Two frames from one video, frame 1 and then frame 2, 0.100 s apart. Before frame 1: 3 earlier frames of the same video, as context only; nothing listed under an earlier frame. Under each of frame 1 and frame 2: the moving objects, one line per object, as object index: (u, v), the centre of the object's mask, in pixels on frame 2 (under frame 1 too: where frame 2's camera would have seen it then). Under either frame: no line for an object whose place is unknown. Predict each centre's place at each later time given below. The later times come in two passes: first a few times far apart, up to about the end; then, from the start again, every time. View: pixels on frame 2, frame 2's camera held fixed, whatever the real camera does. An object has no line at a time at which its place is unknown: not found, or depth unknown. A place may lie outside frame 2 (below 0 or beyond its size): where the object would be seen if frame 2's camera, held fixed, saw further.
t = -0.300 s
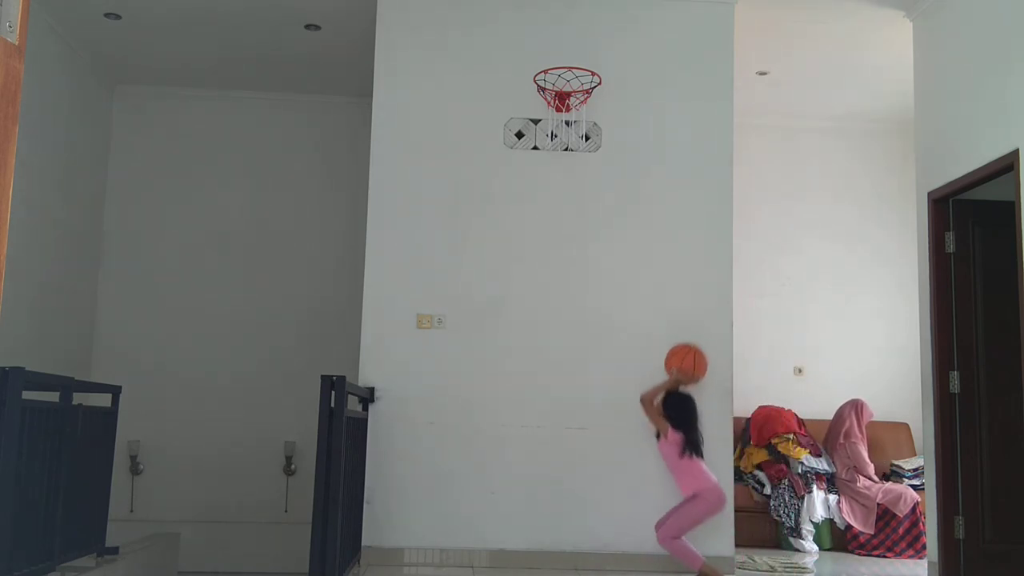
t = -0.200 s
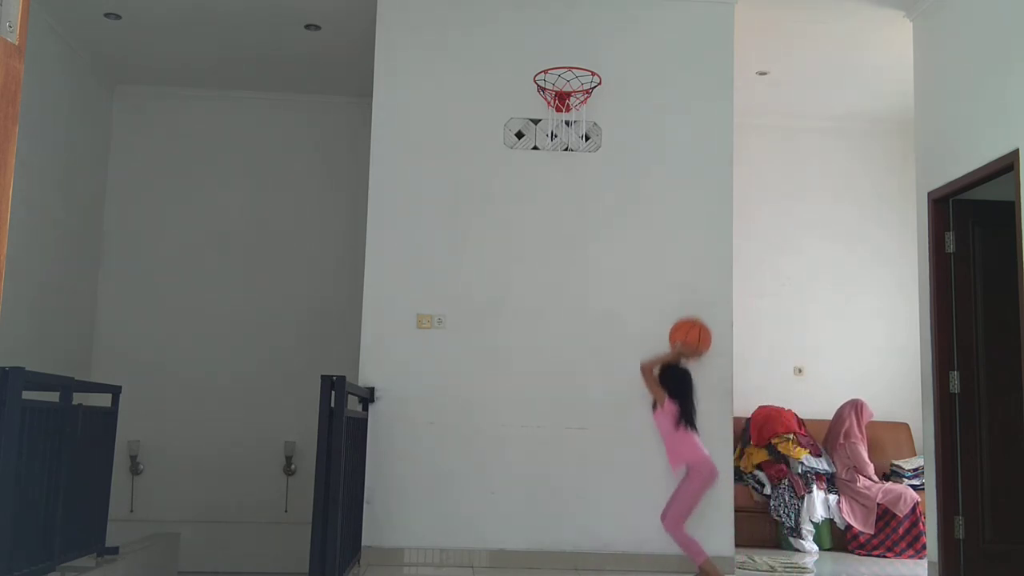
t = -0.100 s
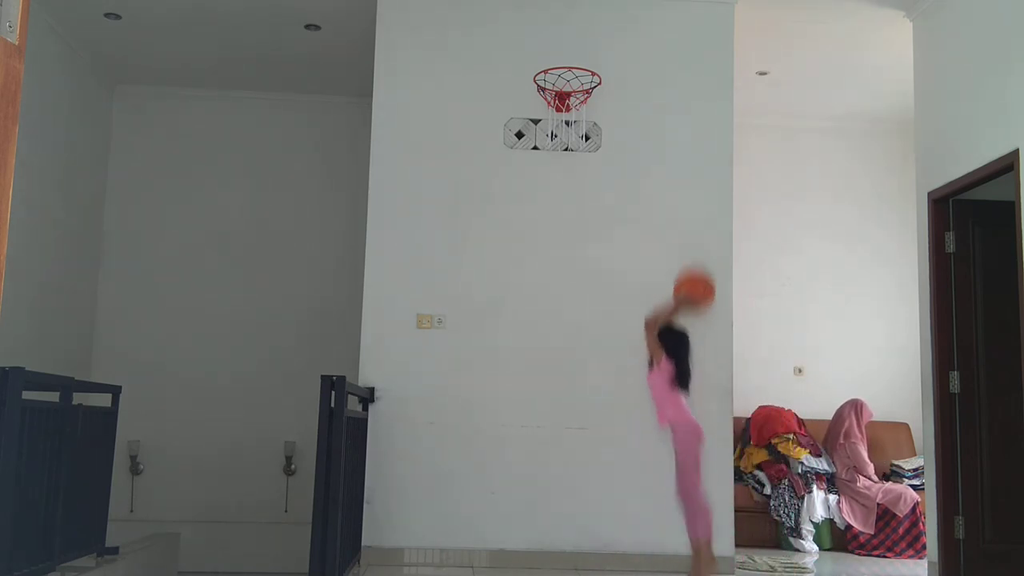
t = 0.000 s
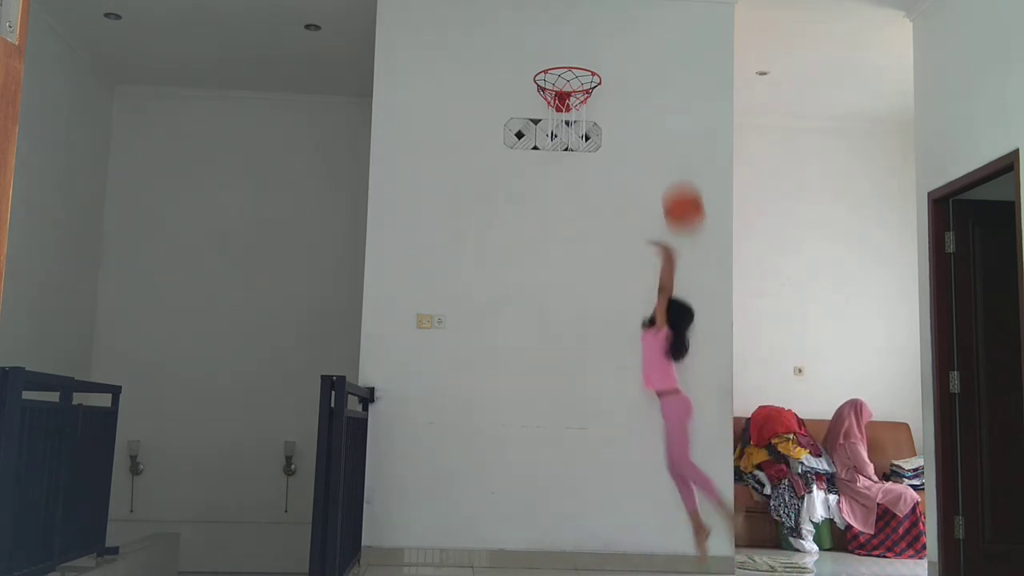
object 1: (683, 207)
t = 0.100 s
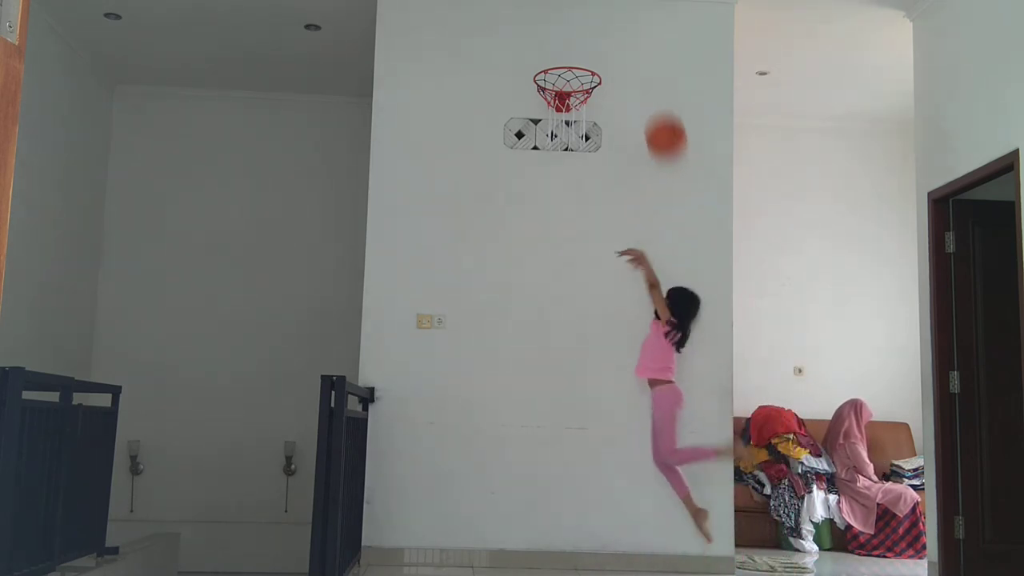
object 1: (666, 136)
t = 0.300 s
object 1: (631, 46)
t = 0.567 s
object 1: (589, 20)
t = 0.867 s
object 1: (556, 102)
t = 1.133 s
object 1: (532, 289)
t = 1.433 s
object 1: (509, 483)
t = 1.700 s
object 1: (521, 265)
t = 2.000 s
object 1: (529, 168)
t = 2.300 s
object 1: (533, 229)
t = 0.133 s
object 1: (660, 117)
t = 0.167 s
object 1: (654, 99)
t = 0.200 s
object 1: (648, 84)
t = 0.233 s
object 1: (643, 69)
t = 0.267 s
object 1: (637, 57)
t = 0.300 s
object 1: (631, 46)
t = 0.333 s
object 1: (626, 37)
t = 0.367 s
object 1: (620, 30)
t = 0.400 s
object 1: (614, 25)
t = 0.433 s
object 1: (609, 21)
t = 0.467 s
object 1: (603, 19)
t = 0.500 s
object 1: (597, 19)
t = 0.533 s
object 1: (592, 20)
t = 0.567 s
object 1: (589, 20)
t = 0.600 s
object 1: (585, 22)
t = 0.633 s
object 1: (582, 26)
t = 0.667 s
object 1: (579, 31)
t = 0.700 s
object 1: (575, 38)
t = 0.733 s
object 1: (572, 47)
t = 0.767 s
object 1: (568, 56)
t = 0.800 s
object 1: (564, 70)
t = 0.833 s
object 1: (560, 88)
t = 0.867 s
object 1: (556, 102)
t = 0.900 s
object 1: (553, 116)
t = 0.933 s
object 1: (550, 137)
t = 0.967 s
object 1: (547, 158)
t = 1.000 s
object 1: (545, 179)
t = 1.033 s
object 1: (542, 201)
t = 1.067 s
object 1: (538, 228)
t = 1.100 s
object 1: (535, 257)
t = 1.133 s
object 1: (532, 289)
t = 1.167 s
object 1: (528, 323)
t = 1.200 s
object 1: (524, 358)
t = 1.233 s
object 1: (520, 398)
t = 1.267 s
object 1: (516, 439)
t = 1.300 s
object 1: (512, 484)
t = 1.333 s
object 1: (508, 532)
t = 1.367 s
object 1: (506, 551)
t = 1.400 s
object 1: (507, 519)
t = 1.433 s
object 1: (509, 483)
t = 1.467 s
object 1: (511, 450)
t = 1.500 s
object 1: (512, 418)
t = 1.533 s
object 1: (514, 387)
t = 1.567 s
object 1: (515, 358)
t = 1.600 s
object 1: (517, 332)
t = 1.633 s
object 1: (518, 308)
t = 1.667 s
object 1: (519, 285)
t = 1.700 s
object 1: (521, 265)
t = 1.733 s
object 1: (522, 247)
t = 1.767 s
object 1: (523, 230)
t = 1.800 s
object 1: (524, 215)
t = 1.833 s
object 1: (525, 202)
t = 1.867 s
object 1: (525, 192)
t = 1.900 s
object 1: (526, 183)
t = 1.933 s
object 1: (527, 176)
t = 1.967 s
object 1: (528, 171)
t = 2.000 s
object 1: (529, 168)
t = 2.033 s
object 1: (530, 166)
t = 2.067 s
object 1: (530, 167)
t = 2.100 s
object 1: (531, 169)
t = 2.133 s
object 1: (531, 174)
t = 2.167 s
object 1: (531, 180)
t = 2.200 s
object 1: (532, 189)
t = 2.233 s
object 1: (532, 200)
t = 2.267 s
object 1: (533, 213)
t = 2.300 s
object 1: (533, 229)
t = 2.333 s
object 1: (533, 246)
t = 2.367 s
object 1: (533, 267)
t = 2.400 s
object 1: (533, 290)
